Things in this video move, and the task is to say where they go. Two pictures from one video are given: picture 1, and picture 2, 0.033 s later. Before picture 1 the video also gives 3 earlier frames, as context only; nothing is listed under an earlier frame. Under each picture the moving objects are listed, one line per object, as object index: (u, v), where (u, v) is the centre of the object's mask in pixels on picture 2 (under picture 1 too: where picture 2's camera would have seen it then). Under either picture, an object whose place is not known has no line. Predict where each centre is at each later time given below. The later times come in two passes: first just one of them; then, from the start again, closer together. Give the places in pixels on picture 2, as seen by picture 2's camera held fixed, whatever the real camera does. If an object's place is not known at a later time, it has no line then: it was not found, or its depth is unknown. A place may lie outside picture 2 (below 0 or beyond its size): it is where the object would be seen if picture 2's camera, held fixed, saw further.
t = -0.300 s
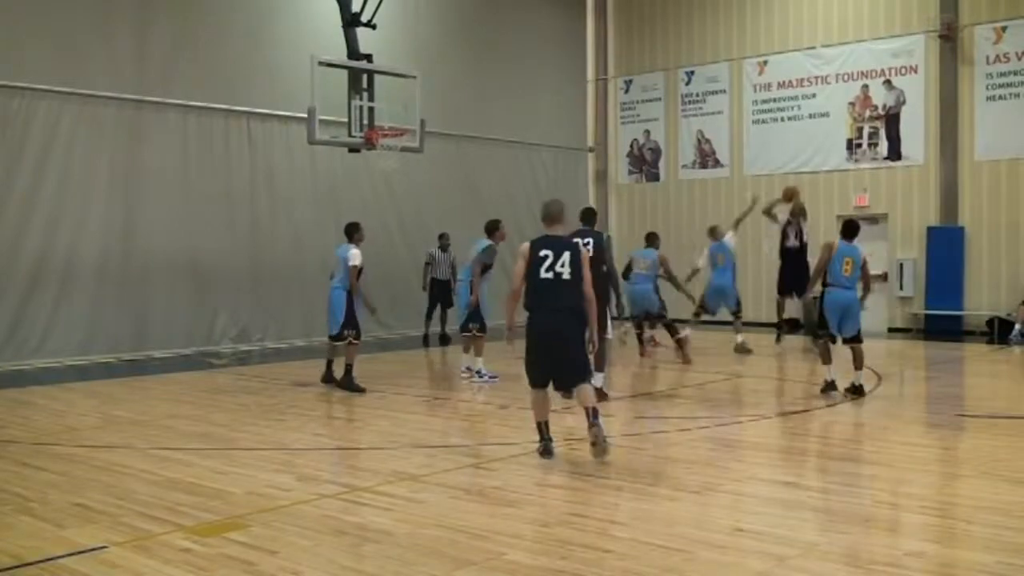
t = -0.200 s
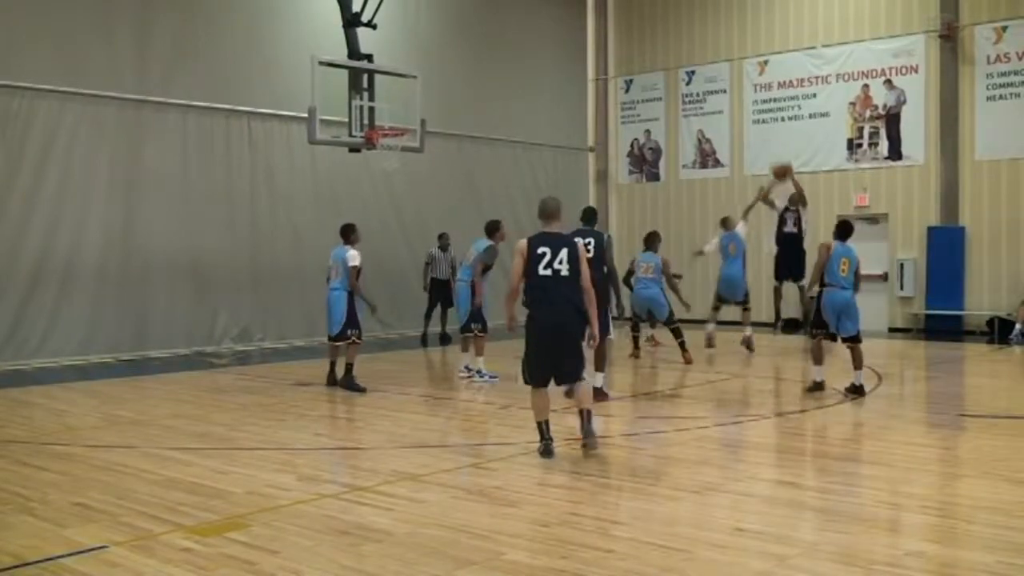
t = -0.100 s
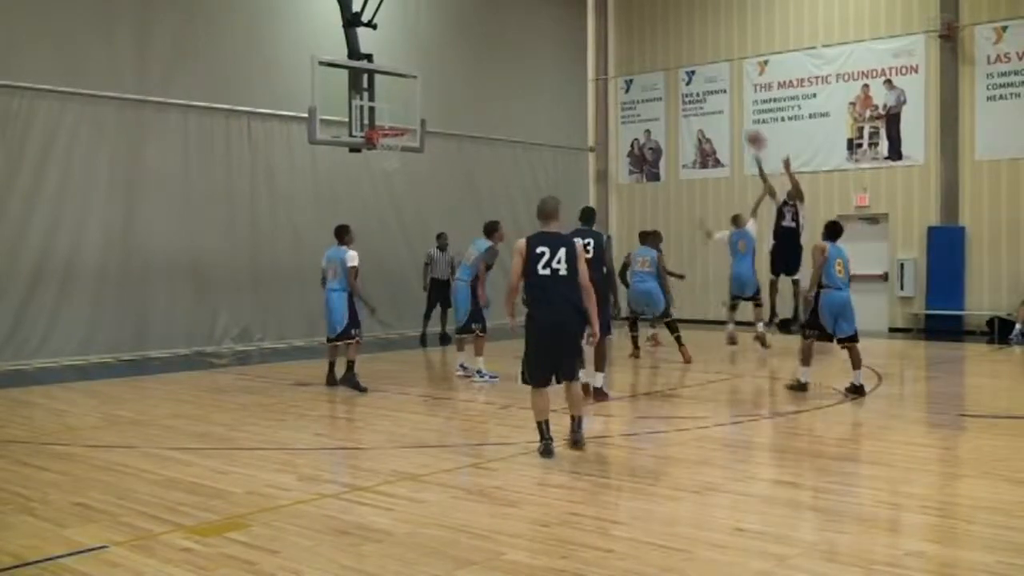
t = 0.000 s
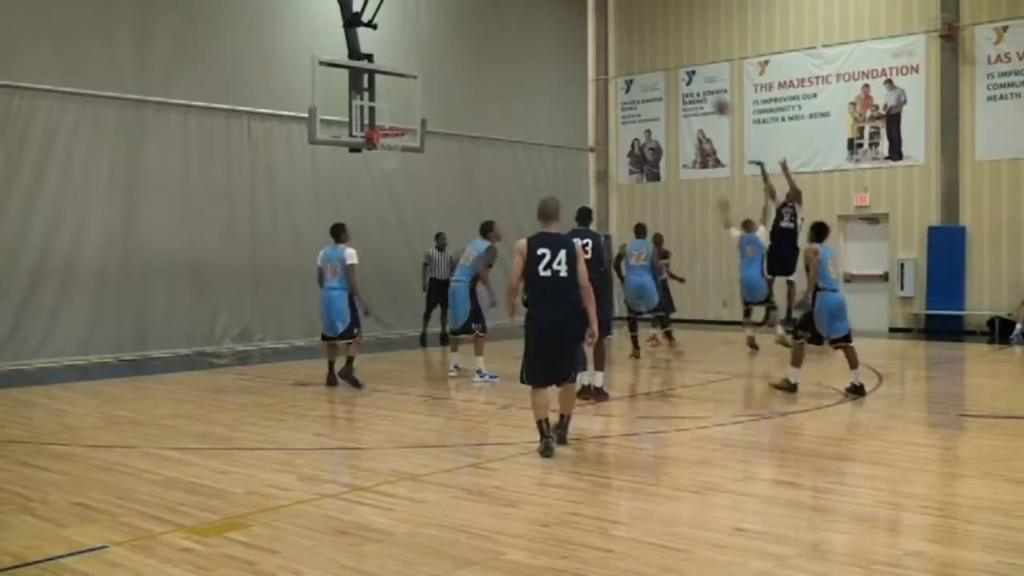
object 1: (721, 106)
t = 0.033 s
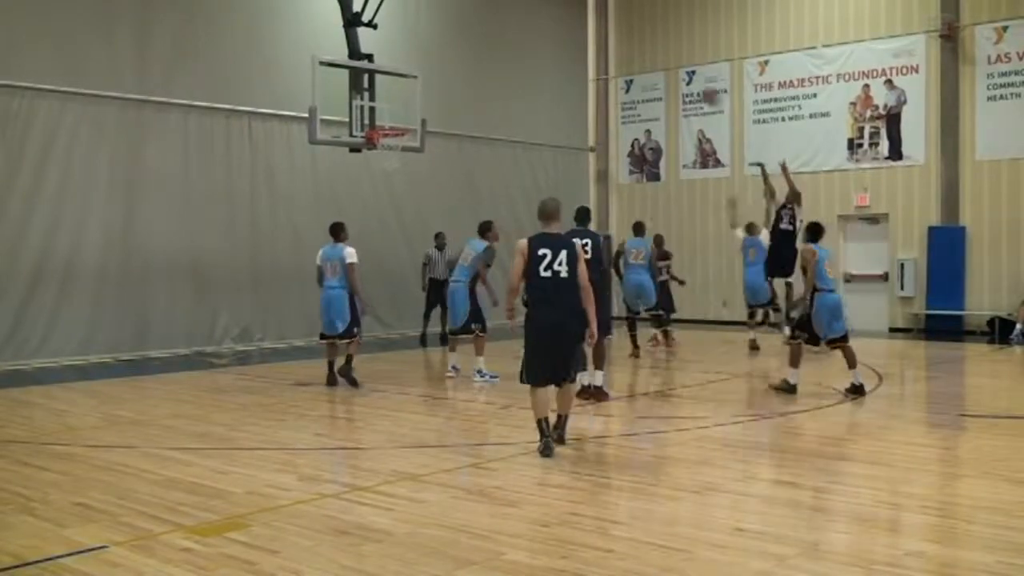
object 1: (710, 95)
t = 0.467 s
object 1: (554, 39)
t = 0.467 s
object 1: (554, 39)
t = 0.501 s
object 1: (542, 39)
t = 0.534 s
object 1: (529, 41)
